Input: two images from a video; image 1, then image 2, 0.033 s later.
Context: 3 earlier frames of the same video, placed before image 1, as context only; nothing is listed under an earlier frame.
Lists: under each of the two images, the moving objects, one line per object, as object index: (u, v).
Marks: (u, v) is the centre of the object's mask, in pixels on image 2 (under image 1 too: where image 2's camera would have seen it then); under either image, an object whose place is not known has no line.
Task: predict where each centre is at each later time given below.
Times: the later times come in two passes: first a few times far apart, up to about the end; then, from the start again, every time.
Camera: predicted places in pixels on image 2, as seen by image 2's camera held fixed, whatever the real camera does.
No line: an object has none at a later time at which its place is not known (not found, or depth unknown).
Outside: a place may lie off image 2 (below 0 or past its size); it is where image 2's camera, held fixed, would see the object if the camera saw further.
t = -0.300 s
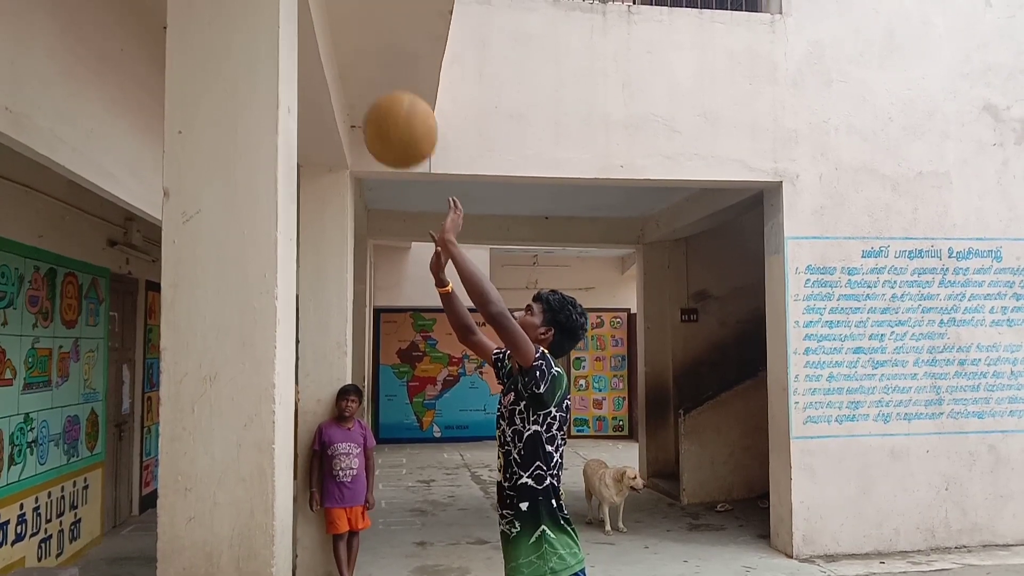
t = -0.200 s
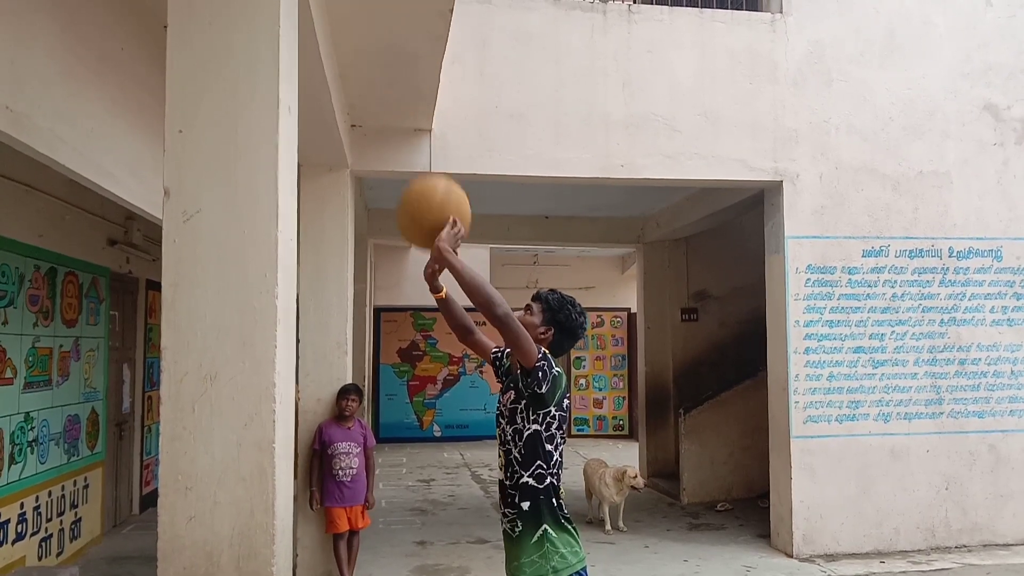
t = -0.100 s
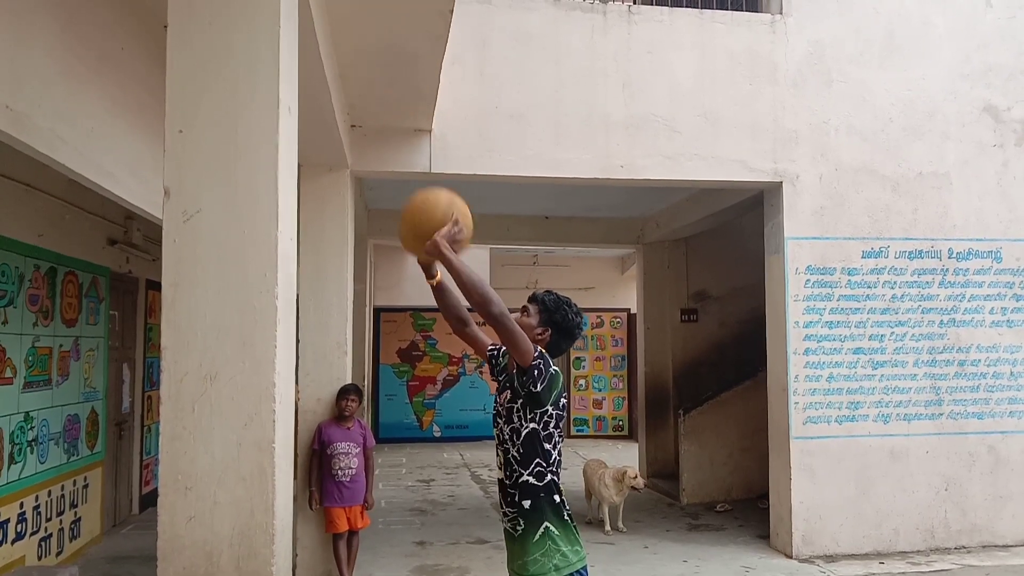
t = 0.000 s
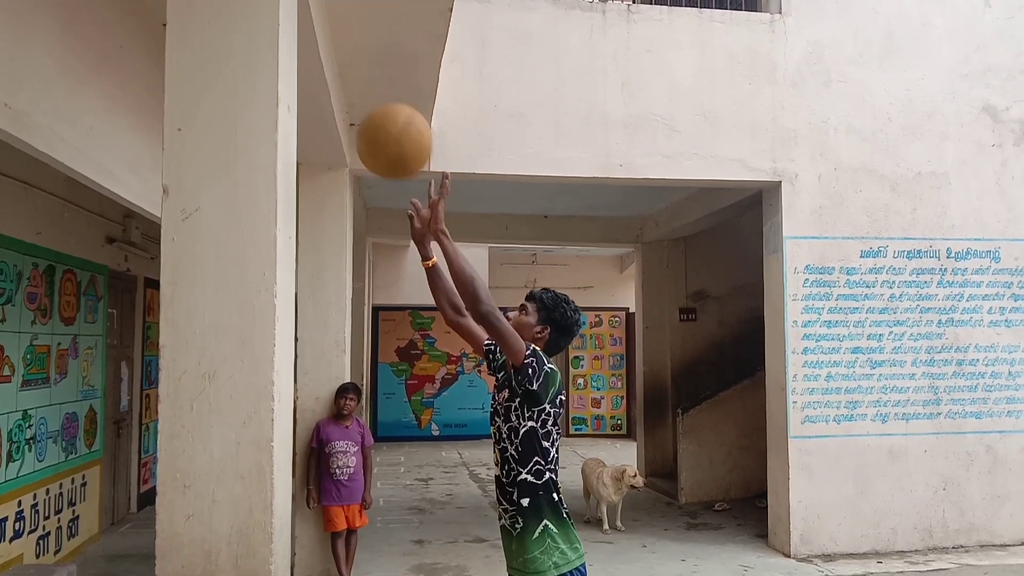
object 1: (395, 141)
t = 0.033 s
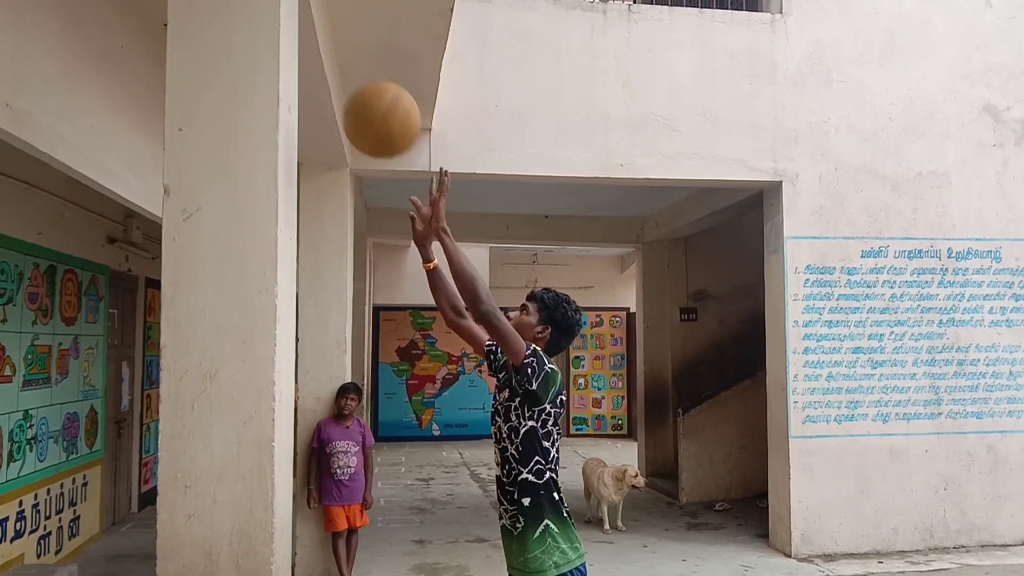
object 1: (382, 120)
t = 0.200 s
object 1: (338, 63)
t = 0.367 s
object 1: (399, 103)
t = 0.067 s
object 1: (368, 101)
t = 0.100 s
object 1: (354, 86)
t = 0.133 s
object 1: (340, 73)
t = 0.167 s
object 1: (327, 65)
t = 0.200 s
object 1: (338, 63)
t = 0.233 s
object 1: (350, 64)
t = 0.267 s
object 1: (362, 68)
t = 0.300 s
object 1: (374, 76)
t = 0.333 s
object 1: (387, 87)
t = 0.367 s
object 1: (399, 103)
